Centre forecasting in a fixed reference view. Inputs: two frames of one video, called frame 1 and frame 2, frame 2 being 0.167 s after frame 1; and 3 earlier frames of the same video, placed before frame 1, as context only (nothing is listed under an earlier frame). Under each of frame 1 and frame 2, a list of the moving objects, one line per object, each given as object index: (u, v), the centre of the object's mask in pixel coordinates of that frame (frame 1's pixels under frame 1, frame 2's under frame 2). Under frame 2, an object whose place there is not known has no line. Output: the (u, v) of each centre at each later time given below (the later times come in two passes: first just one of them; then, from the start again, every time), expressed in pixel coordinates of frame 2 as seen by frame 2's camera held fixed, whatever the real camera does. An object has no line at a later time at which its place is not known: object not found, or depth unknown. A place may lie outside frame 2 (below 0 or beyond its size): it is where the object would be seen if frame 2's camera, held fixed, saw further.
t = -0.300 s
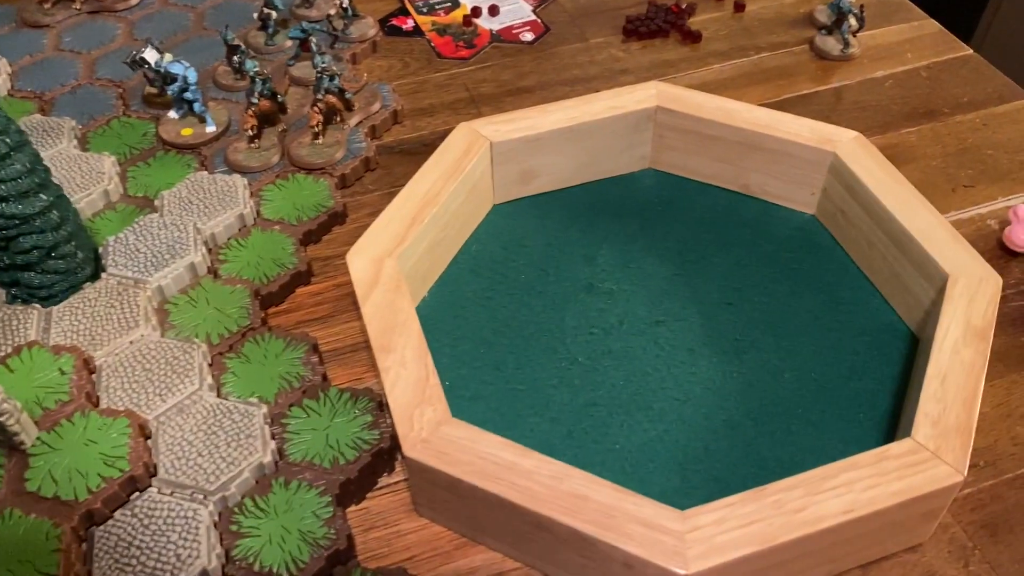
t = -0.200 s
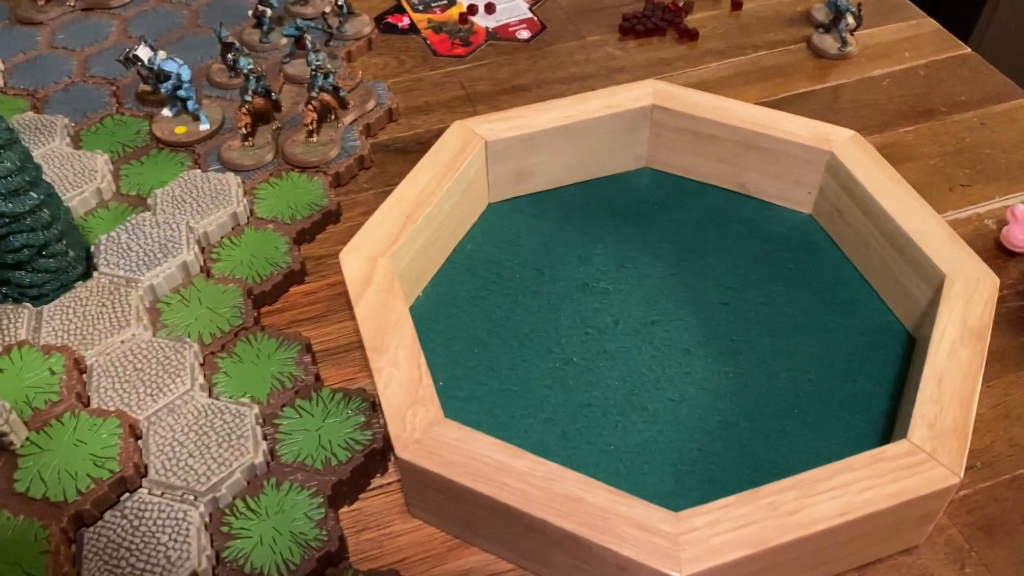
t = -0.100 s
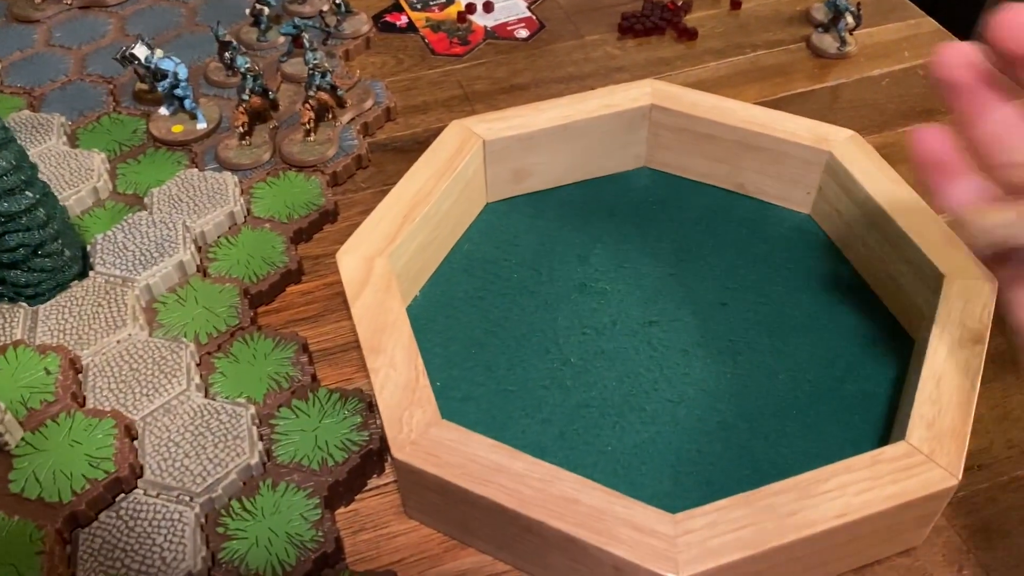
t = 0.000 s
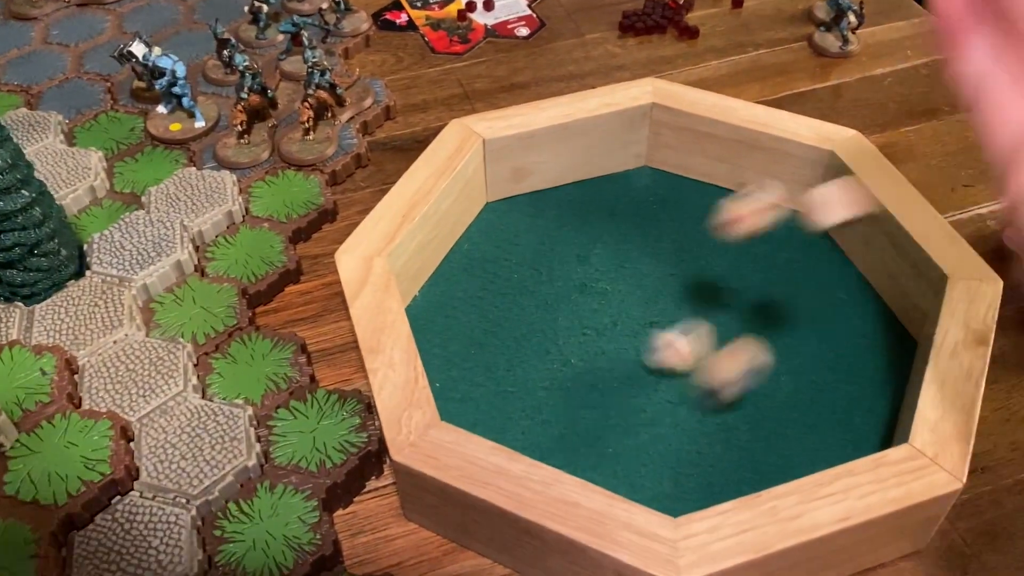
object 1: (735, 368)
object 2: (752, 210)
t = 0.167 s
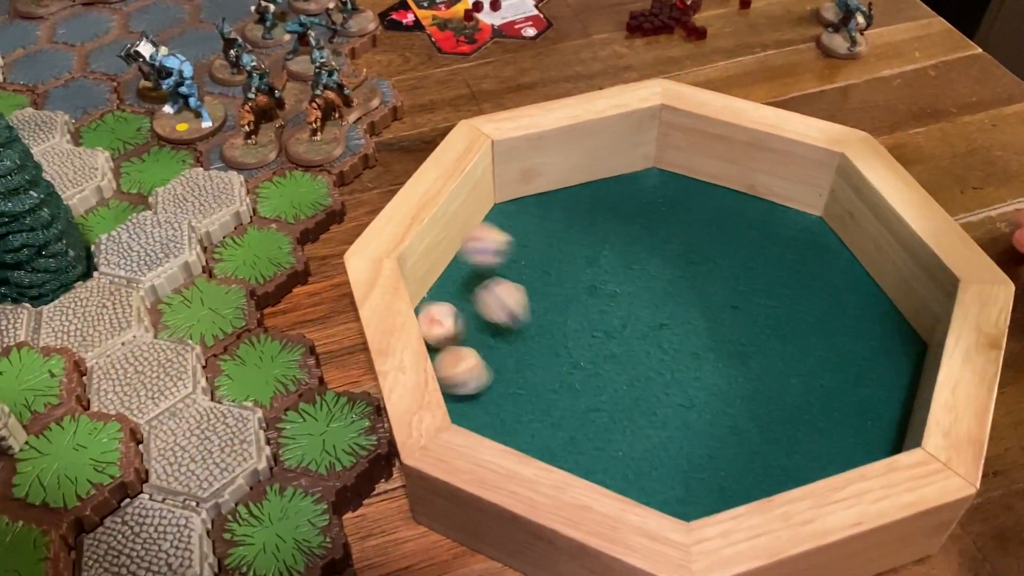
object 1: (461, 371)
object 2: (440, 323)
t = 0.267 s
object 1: (538, 317)
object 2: (472, 334)
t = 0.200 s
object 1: (490, 347)
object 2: (439, 314)
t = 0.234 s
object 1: (516, 322)
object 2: (451, 321)
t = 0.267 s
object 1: (538, 317)
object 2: (472, 334)
